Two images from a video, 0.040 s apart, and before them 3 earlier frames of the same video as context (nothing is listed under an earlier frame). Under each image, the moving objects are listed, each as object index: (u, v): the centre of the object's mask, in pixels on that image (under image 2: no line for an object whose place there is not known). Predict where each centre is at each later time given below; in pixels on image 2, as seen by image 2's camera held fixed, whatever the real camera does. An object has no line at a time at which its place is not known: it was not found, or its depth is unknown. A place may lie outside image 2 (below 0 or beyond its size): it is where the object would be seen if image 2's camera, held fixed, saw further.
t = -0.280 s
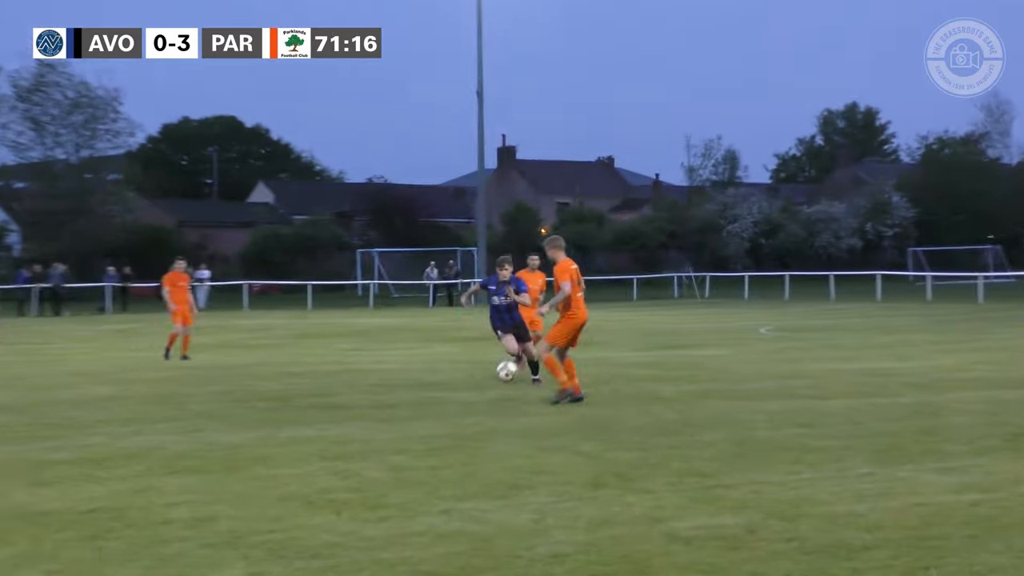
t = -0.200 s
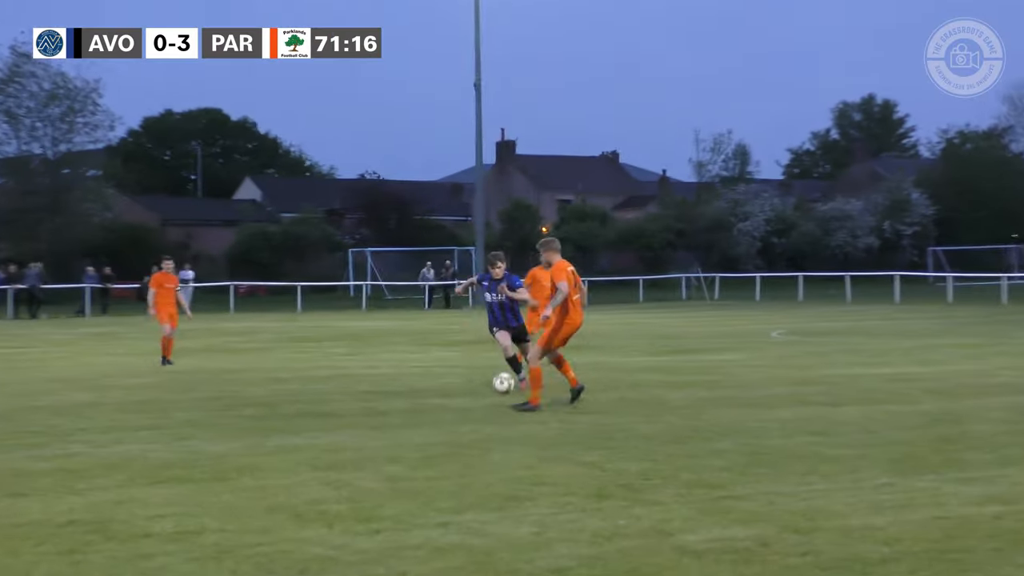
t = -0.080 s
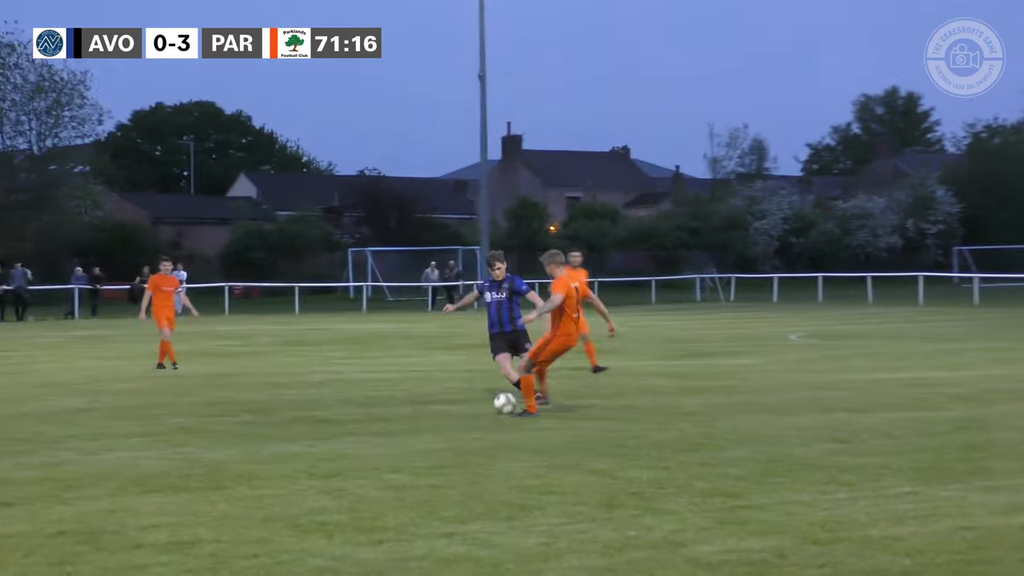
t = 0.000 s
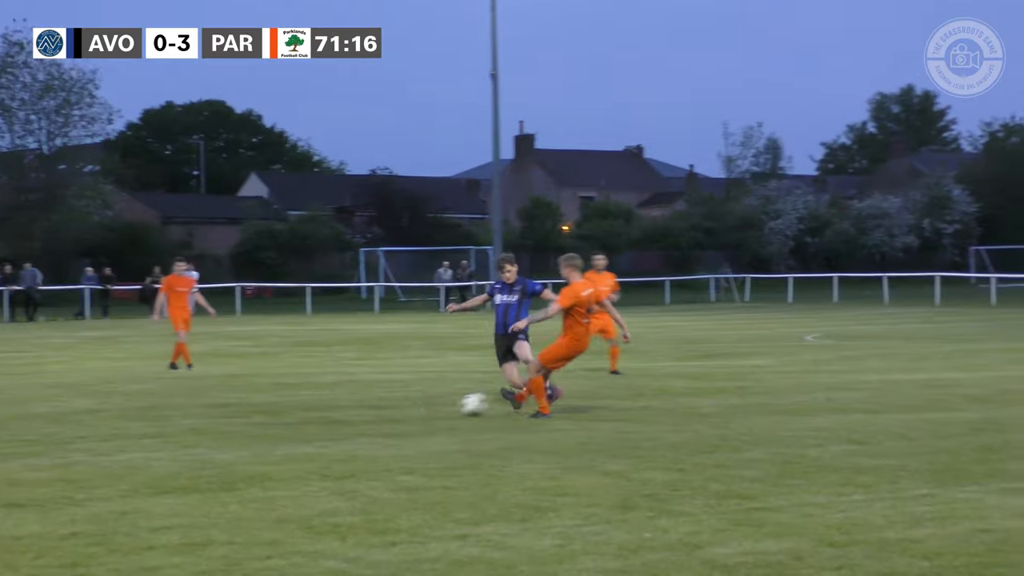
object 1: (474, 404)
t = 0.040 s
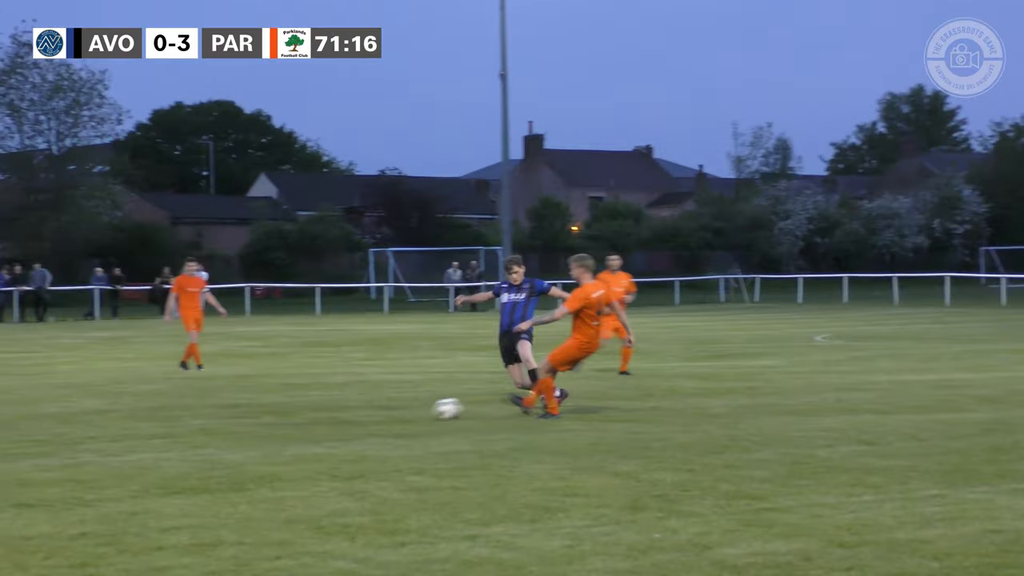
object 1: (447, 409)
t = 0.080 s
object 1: (416, 409)
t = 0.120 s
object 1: (385, 409)
